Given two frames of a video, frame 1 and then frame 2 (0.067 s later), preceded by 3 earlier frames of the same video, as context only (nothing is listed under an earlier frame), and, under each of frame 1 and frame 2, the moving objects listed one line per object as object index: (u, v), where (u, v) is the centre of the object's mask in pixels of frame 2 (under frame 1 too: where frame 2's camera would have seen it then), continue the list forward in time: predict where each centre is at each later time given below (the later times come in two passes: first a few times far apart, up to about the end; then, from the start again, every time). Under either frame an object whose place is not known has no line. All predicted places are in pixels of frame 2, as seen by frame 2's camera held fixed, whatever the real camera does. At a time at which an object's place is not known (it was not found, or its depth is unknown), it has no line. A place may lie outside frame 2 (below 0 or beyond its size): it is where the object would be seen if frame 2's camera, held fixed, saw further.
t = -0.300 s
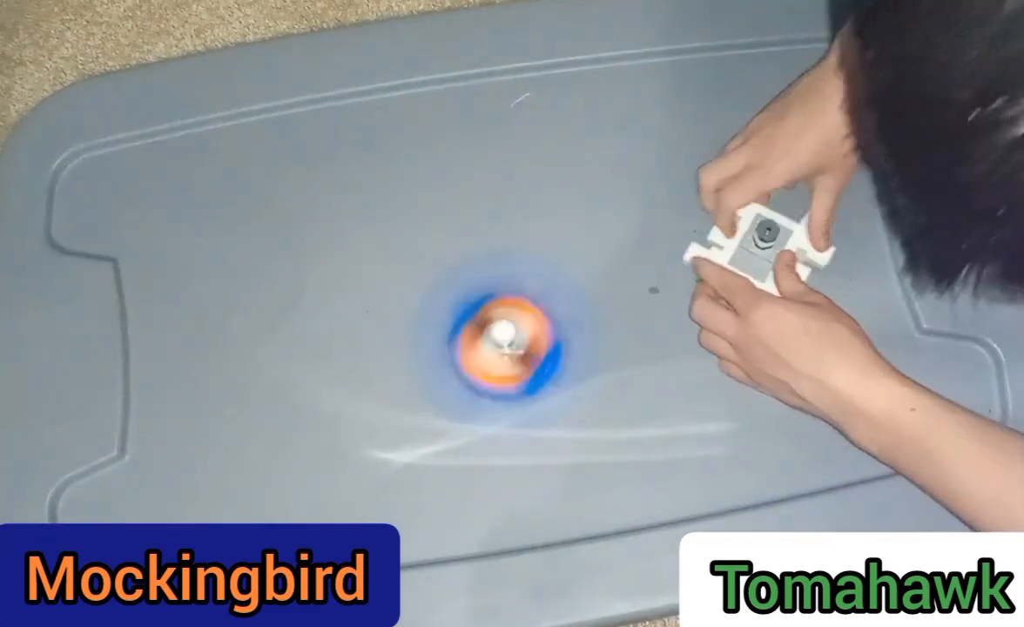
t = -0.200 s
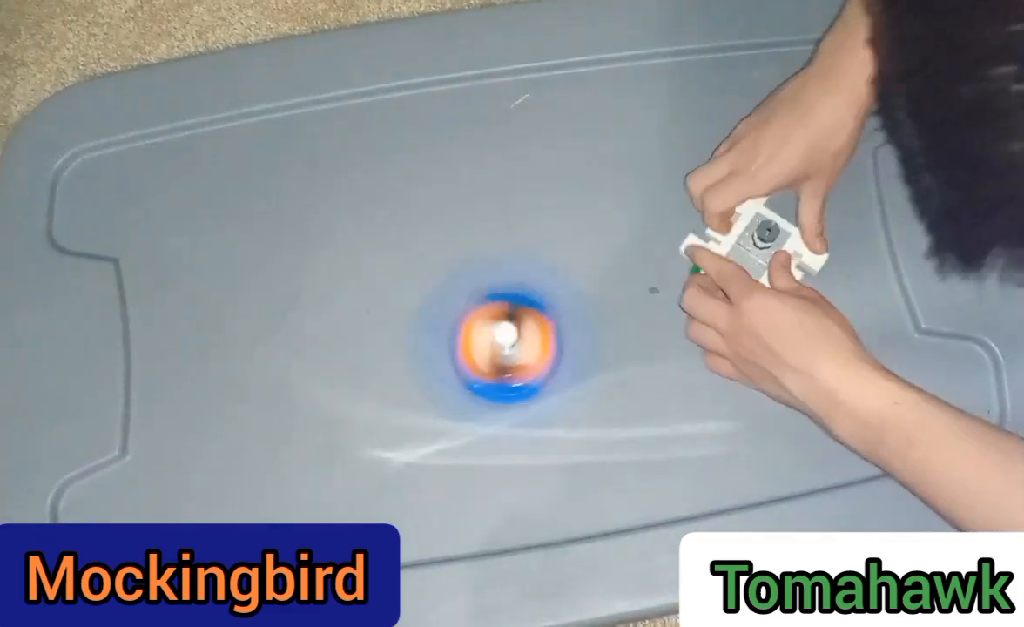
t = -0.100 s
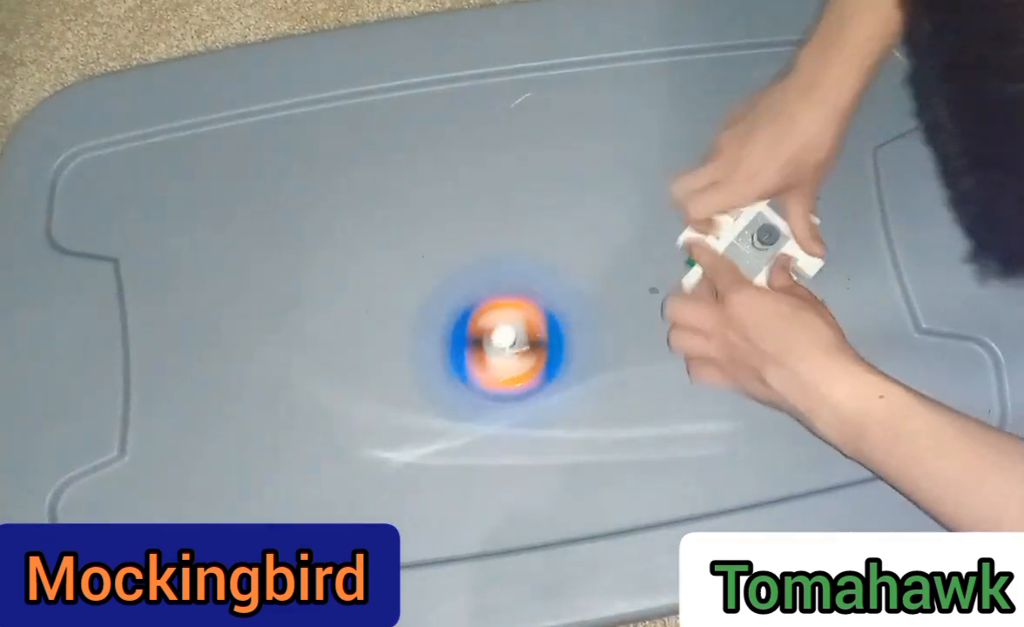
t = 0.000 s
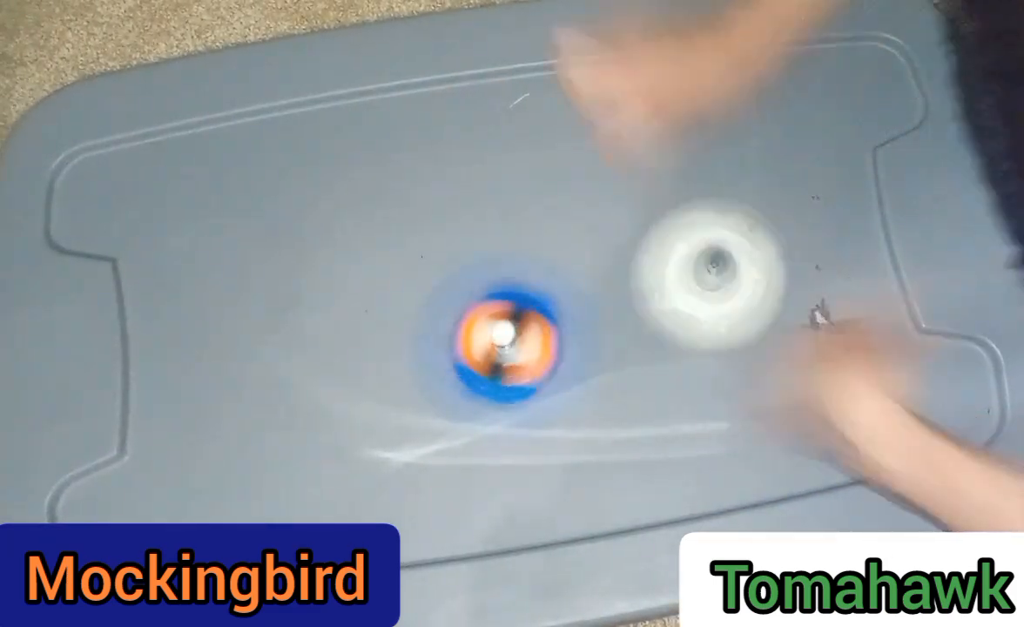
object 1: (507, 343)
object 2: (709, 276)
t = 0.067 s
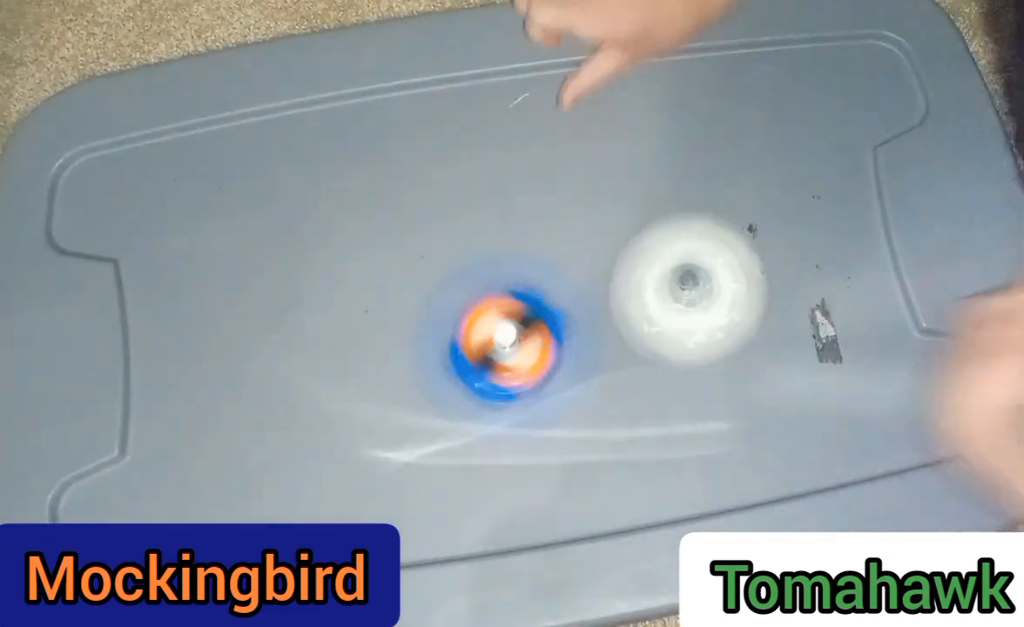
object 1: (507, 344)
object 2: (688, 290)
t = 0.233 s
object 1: (424, 401)
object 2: (701, 253)
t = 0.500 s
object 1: (404, 412)
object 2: (717, 205)
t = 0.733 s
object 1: (404, 417)
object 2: (725, 188)
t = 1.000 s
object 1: (408, 419)
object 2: (726, 185)
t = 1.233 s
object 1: (410, 420)
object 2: (718, 185)
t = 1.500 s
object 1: (411, 421)
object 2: (710, 181)
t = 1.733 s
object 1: (413, 423)
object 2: (702, 183)
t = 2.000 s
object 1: (416, 422)
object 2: (690, 182)
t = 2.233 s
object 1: (417, 425)
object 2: (681, 182)
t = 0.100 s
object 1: (507, 345)
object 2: (678, 296)
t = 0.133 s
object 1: (484, 356)
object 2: (685, 285)
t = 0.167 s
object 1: (461, 374)
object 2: (692, 274)
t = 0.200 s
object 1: (441, 389)
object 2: (698, 261)
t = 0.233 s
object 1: (424, 401)
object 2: (701, 253)
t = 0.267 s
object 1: (412, 409)
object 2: (703, 247)
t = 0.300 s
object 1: (405, 414)
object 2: (705, 239)
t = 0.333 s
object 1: (402, 415)
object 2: (706, 234)
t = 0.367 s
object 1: (401, 416)
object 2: (709, 226)
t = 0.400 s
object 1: (402, 415)
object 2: (710, 220)
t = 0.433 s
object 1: (402, 413)
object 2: (712, 215)
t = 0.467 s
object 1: (404, 412)
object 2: (714, 210)
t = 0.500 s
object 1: (404, 412)
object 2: (717, 205)
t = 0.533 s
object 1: (404, 414)
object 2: (721, 200)
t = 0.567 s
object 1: (405, 415)
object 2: (721, 196)
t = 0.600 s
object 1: (405, 416)
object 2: (722, 194)
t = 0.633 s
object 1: (406, 417)
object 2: (723, 192)
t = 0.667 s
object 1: (405, 416)
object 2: (723, 191)
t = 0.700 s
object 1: (403, 417)
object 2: (725, 189)
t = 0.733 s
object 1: (404, 417)
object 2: (725, 188)
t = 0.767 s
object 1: (405, 417)
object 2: (725, 187)
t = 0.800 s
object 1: (407, 416)
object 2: (727, 187)
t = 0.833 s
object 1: (407, 415)
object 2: (727, 186)
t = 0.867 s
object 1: (407, 416)
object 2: (727, 186)
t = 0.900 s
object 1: (408, 417)
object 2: (727, 186)
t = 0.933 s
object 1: (409, 418)
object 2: (727, 186)
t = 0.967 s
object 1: (408, 418)
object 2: (725, 185)
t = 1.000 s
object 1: (408, 419)
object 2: (726, 185)
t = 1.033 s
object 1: (407, 418)
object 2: (725, 186)
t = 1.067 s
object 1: (407, 417)
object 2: (724, 186)
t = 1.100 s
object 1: (409, 417)
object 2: (722, 186)
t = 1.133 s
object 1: (410, 417)
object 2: (723, 186)
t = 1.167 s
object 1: (410, 418)
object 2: (720, 186)
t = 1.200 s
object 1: (411, 419)
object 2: (719, 185)
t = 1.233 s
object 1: (410, 420)
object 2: (718, 185)
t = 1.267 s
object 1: (408, 420)
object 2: (716, 183)
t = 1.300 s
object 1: (409, 420)
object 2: (716, 184)
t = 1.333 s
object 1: (410, 419)
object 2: (715, 181)
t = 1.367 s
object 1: (411, 419)
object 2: (714, 181)
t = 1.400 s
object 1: (412, 420)
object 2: (713, 180)
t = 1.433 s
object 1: (411, 421)
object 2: (712, 181)
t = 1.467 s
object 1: (412, 422)
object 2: (712, 180)
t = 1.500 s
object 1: (411, 421)
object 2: (710, 181)
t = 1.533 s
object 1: (412, 421)
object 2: (710, 180)
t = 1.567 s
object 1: (413, 421)
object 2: (709, 181)
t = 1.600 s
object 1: (413, 420)
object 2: (708, 180)
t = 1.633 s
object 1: (412, 421)
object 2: (707, 181)
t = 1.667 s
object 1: (413, 422)
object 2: (706, 182)
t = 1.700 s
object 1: (413, 422)
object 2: (704, 182)
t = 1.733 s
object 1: (413, 423)
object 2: (702, 183)
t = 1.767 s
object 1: (414, 422)
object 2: (701, 182)
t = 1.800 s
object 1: (414, 422)
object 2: (700, 183)
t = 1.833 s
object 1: (415, 422)
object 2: (698, 181)
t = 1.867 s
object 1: (416, 423)
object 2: (698, 183)
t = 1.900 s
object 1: (415, 422)
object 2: (696, 181)
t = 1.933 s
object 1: (415, 423)
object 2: (694, 183)
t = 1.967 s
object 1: (415, 423)
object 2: (692, 182)
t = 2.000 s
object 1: (416, 422)
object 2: (690, 182)
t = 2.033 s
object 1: (417, 422)
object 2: (689, 183)
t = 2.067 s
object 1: (417, 423)
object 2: (686, 182)
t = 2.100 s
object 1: (417, 423)
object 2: (685, 183)
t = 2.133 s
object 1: (417, 424)
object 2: (684, 181)
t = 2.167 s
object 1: (417, 424)
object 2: (683, 183)
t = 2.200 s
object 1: (417, 424)
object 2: (683, 181)
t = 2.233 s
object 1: (417, 425)
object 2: (681, 182)
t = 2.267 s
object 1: (419, 424)
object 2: (680, 181)
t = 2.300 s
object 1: (418, 424)
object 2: (678, 182)
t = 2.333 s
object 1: (418, 425)
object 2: (676, 183)
